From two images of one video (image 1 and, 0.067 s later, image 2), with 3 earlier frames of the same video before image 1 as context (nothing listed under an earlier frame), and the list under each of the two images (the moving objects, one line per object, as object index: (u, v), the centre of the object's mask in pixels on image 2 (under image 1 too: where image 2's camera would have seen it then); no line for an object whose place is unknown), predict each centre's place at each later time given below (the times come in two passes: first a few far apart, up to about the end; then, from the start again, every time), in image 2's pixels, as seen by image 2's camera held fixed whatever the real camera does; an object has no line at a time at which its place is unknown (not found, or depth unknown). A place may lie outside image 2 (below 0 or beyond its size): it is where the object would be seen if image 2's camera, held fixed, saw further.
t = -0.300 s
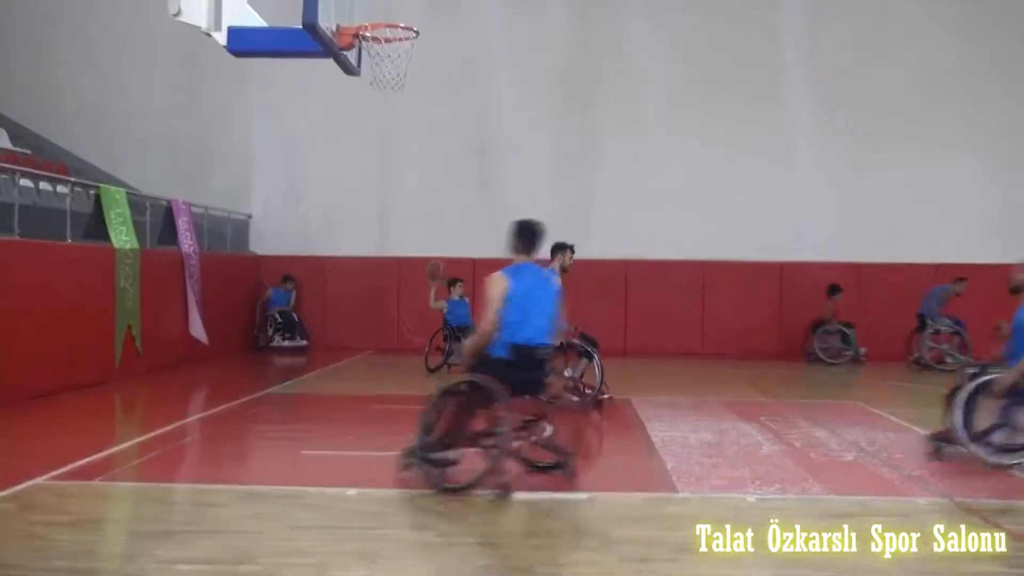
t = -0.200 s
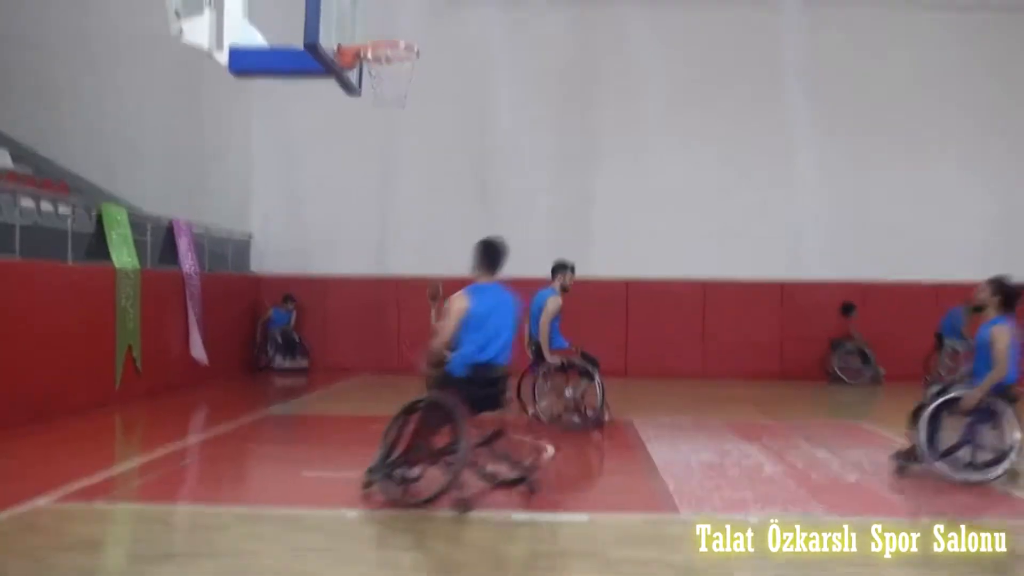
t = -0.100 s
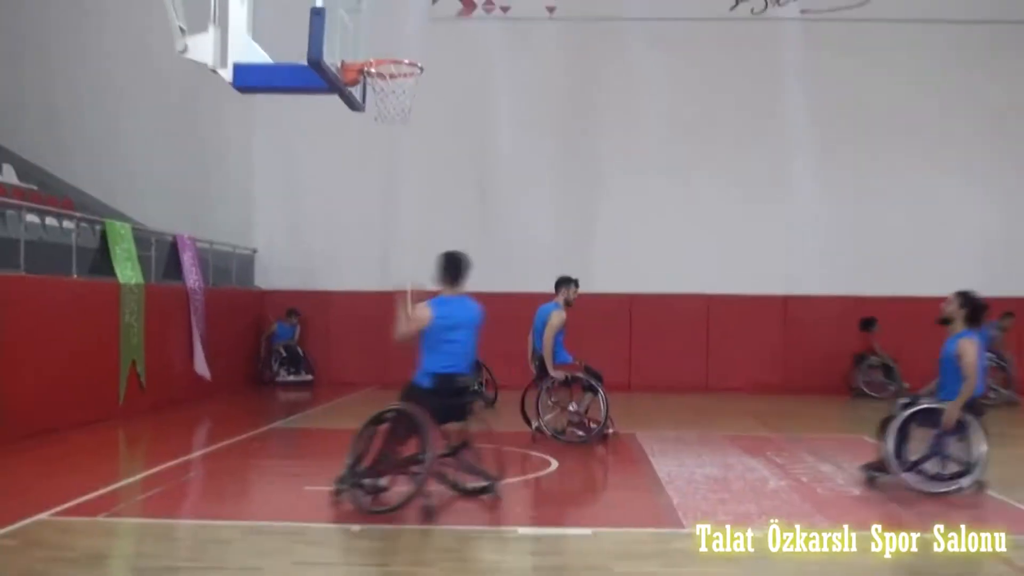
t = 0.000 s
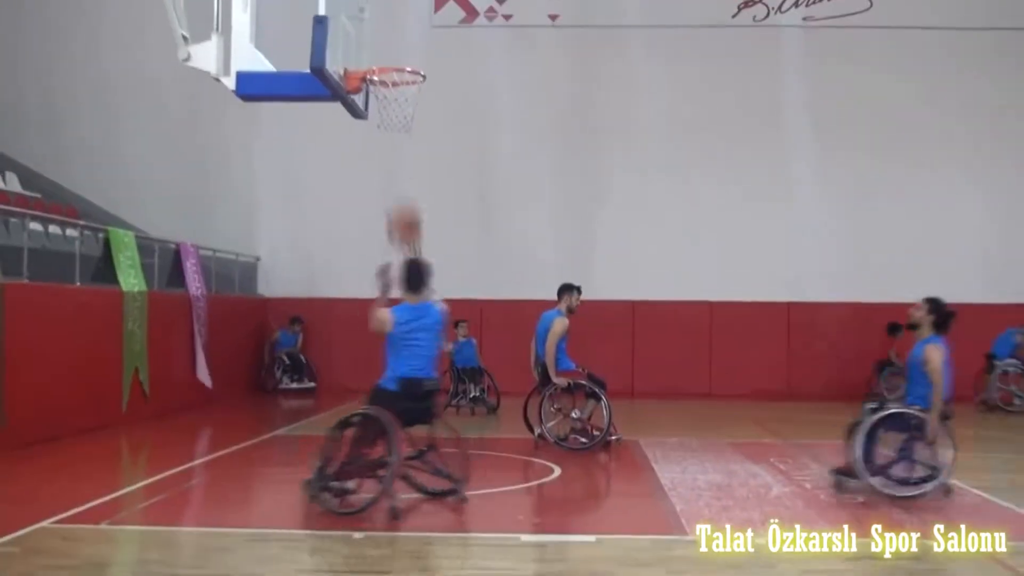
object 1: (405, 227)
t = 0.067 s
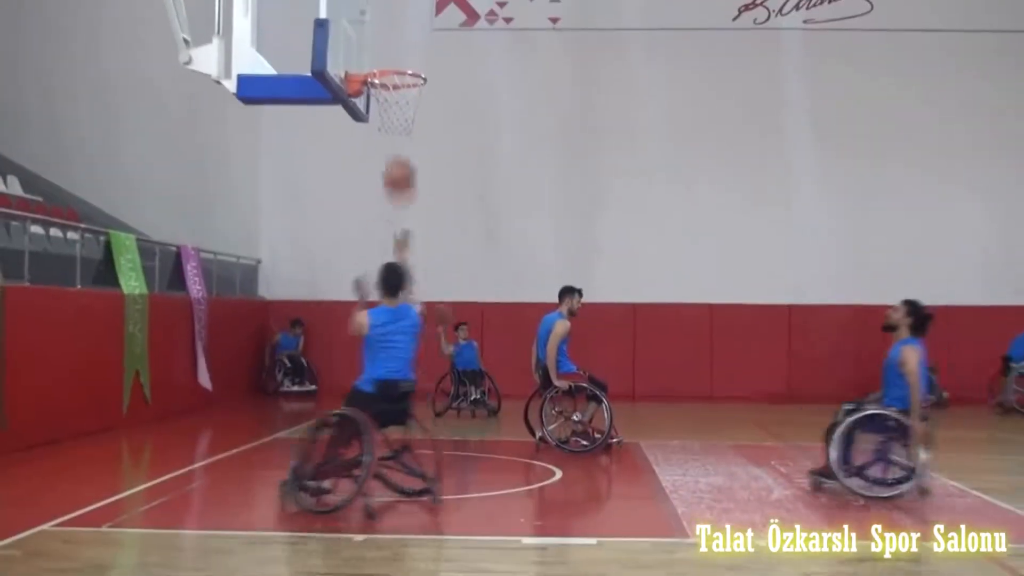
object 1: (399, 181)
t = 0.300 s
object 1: (380, 62)
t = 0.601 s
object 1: (361, 31)
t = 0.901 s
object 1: (381, 62)
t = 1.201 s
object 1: (390, 97)
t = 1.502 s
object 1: (398, 132)
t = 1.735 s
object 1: (408, 182)
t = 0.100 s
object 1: (396, 159)
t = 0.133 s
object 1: (392, 136)
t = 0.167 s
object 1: (390, 118)
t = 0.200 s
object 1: (388, 105)
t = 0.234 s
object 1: (385, 86)
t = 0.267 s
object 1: (383, 73)
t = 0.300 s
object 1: (380, 62)
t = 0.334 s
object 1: (377, 53)
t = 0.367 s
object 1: (375, 45)
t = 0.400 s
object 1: (372, 38)
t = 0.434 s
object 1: (370, 33)
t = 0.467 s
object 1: (367, 30)
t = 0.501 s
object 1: (365, 28)
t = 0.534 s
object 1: (362, 28)
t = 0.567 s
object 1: (359, 28)
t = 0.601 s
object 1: (361, 31)
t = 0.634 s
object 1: (366, 35)
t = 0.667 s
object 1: (369, 40)
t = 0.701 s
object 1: (373, 46)
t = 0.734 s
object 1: (377, 55)
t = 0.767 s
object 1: (378, 56)
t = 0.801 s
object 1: (379, 58)
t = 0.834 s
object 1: (380, 58)
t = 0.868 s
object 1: (381, 62)
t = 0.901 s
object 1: (381, 62)
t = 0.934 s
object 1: (383, 63)
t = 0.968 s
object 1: (384, 64)
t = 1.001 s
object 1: (383, 65)
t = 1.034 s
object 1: (386, 81)
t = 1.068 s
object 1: (387, 81)
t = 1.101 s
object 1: (388, 89)
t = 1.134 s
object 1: (388, 91)
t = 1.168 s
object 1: (388, 95)
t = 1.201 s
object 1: (390, 97)
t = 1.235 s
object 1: (390, 98)
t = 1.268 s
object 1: (391, 101)
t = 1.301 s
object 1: (390, 107)
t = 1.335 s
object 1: (392, 112)
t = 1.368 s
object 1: (393, 114)
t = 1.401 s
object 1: (394, 116)
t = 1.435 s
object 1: (396, 121)
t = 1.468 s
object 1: (399, 128)
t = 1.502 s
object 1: (398, 132)
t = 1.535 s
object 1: (398, 131)
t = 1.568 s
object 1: (400, 139)
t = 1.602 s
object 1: (400, 141)
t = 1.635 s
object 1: (401, 144)
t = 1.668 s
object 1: (401, 147)
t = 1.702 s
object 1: (405, 165)
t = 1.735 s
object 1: (408, 182)
